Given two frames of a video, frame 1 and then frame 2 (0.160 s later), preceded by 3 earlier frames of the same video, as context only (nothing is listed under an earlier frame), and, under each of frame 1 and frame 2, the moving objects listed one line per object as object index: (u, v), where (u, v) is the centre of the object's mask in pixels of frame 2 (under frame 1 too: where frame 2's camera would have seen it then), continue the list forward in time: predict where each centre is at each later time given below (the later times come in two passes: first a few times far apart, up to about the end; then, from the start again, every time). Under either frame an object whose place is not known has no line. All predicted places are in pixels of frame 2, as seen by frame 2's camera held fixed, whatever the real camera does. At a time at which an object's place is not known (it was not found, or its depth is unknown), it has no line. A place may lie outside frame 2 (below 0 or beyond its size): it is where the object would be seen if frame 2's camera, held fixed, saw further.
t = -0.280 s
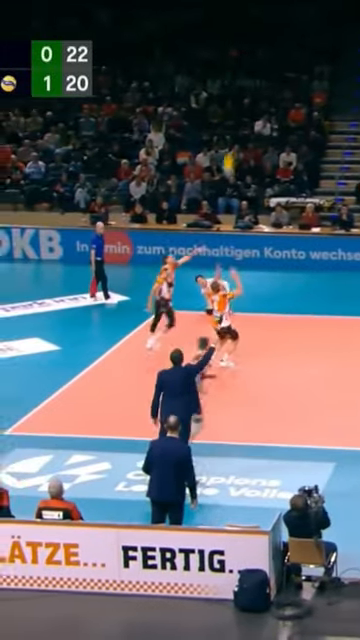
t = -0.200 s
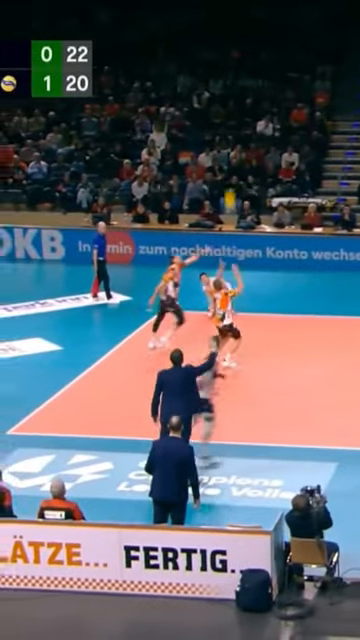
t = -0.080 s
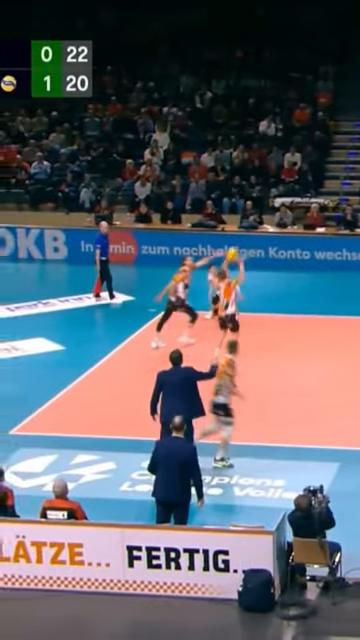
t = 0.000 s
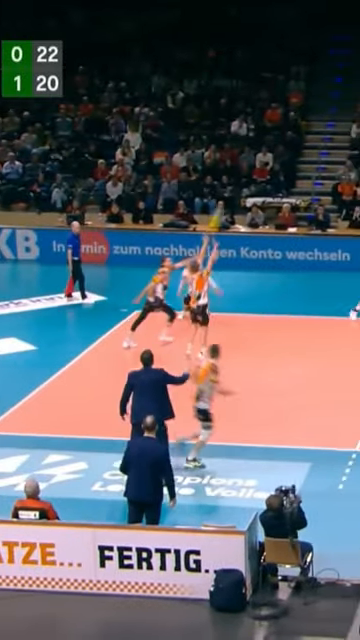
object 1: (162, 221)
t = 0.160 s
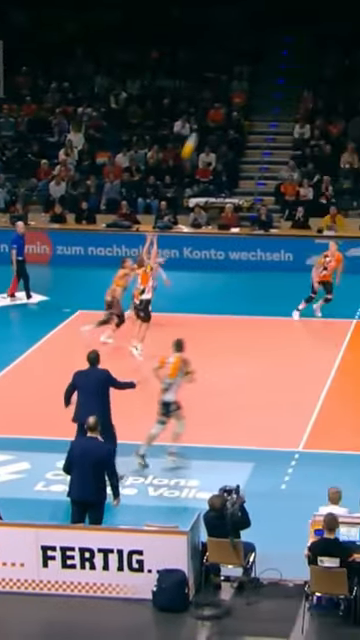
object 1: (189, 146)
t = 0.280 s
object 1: (209, 99)
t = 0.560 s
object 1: (258, 27)
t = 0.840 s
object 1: (308, 2)
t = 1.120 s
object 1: (354, 21)
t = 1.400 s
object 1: (395, 78)
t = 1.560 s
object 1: (415, 126)
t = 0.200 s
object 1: (196, 129)
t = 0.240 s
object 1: (203, 113)
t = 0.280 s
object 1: (209, 99)
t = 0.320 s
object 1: (215, 86)
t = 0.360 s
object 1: (221, 73)
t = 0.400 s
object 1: (229, 62)
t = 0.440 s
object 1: (236, 51)
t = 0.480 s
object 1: (244, 42)
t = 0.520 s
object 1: (251, 34)
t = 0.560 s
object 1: (258, 27)
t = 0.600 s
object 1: (266, 20)
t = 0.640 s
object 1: (273, 14)
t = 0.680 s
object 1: (280, 11)
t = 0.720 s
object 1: (287, 7)
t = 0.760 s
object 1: (294, 5)
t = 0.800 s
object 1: (302, 3)
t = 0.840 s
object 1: (308, 2)
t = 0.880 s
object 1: (315, 2)
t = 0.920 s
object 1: (322, 3)
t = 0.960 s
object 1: (328, 5)
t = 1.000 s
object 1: (335, 8)
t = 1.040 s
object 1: (341, 11)
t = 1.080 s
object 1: (348, 16)
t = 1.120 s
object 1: (354, 21)
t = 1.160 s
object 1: (360, 27)
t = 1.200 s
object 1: (366, 33)
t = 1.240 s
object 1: (372, 41)
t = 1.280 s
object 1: (378, 49)
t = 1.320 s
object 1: (383, 58)
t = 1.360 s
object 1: (388, 68)
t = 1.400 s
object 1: (395, 78)
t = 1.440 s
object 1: (399, 89)
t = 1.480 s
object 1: (404, 101)
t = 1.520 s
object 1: (410, 113)
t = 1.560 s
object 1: (415, 126)
